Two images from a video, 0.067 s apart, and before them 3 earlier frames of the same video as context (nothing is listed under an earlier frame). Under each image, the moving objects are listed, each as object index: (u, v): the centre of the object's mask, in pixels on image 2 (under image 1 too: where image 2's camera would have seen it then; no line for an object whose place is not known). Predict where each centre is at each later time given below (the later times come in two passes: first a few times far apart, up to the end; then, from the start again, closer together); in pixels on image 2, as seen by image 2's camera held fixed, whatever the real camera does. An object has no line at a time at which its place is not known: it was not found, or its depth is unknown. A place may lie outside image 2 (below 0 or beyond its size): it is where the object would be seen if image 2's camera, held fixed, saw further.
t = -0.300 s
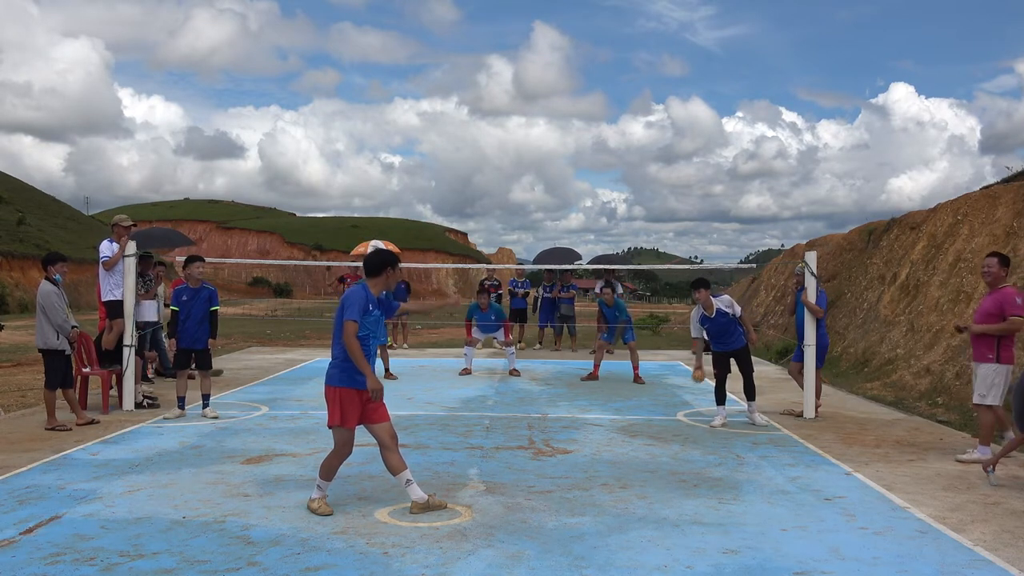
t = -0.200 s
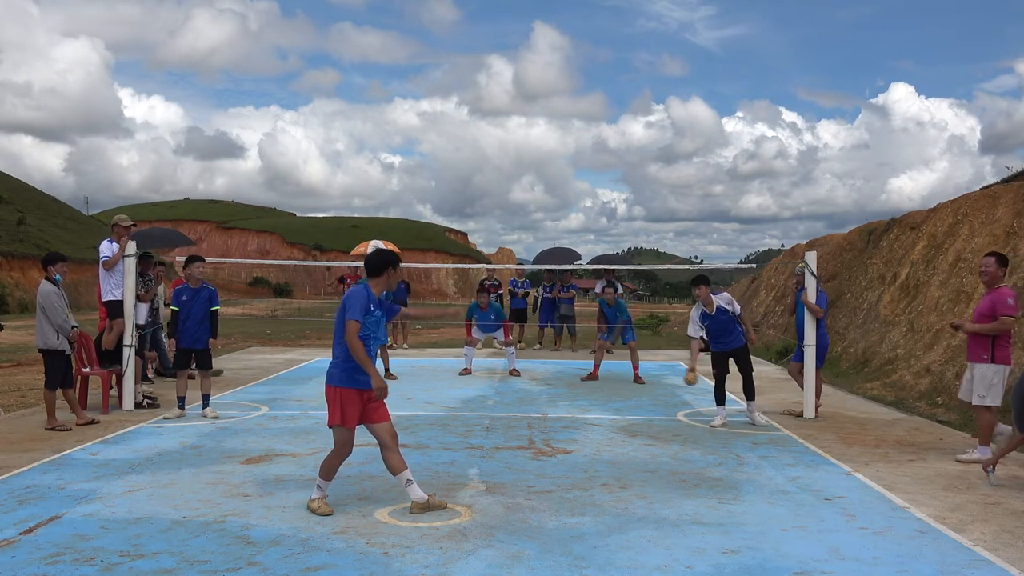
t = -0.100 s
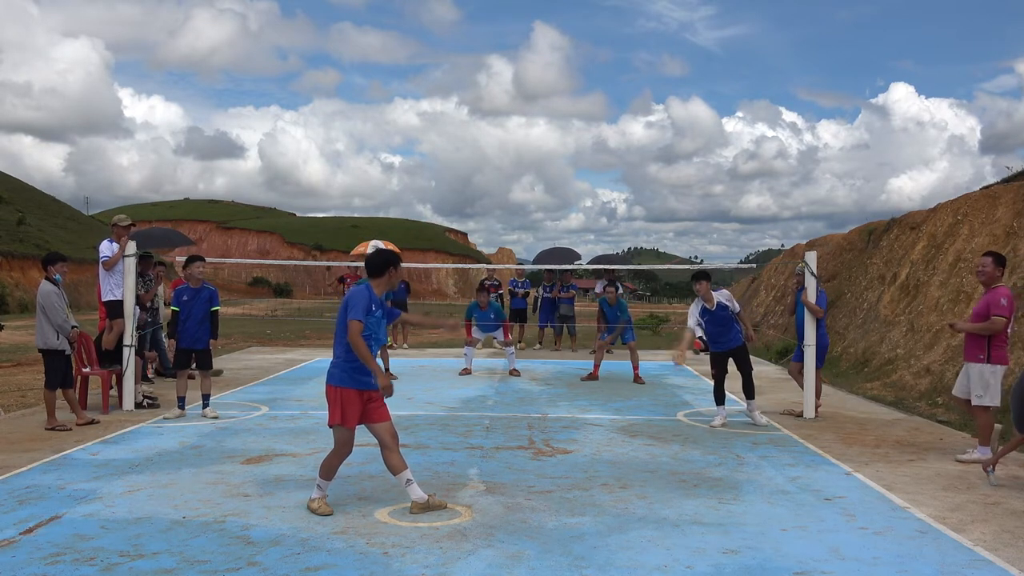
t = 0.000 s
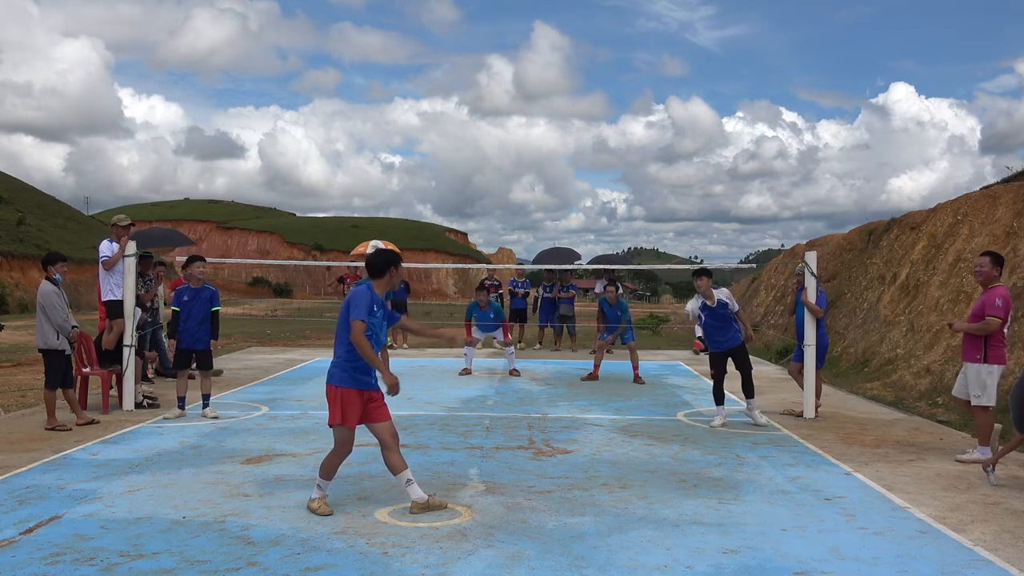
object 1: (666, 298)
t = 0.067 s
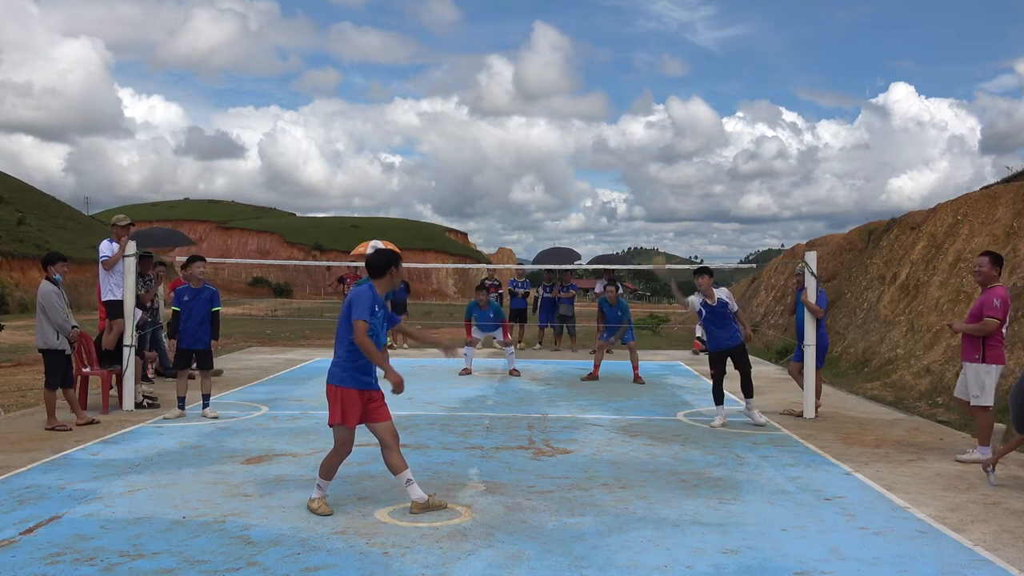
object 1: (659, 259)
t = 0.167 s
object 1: (646, 211)
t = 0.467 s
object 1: (604, 112)
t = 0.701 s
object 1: (563, 106)
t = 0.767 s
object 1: (551, 117)
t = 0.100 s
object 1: (655, 242)
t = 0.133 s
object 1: (650, 228)
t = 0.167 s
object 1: (646, 211)
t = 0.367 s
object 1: (619, 135)
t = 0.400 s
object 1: (614, 127)
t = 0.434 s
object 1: (609, 118)
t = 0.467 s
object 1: (604, 112)
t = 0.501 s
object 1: (599, 107)
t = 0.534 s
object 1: (593, 103)
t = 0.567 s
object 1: (587, 101)
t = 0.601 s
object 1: (582, 100)
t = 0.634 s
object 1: (576, 101)
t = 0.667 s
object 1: (570, 103)
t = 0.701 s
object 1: (563, 106)
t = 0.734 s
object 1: (557, 111)
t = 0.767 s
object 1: (551, 117)
